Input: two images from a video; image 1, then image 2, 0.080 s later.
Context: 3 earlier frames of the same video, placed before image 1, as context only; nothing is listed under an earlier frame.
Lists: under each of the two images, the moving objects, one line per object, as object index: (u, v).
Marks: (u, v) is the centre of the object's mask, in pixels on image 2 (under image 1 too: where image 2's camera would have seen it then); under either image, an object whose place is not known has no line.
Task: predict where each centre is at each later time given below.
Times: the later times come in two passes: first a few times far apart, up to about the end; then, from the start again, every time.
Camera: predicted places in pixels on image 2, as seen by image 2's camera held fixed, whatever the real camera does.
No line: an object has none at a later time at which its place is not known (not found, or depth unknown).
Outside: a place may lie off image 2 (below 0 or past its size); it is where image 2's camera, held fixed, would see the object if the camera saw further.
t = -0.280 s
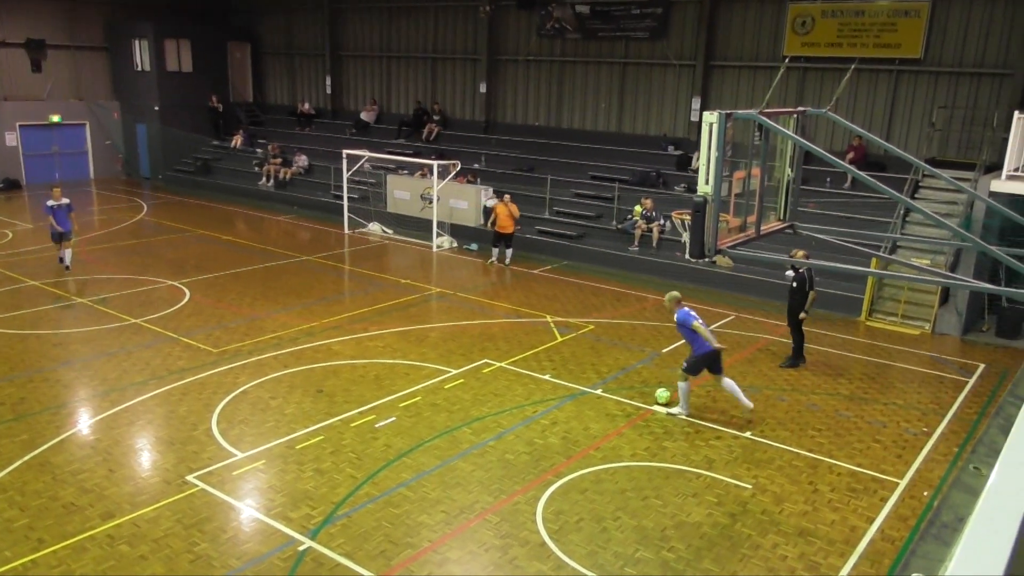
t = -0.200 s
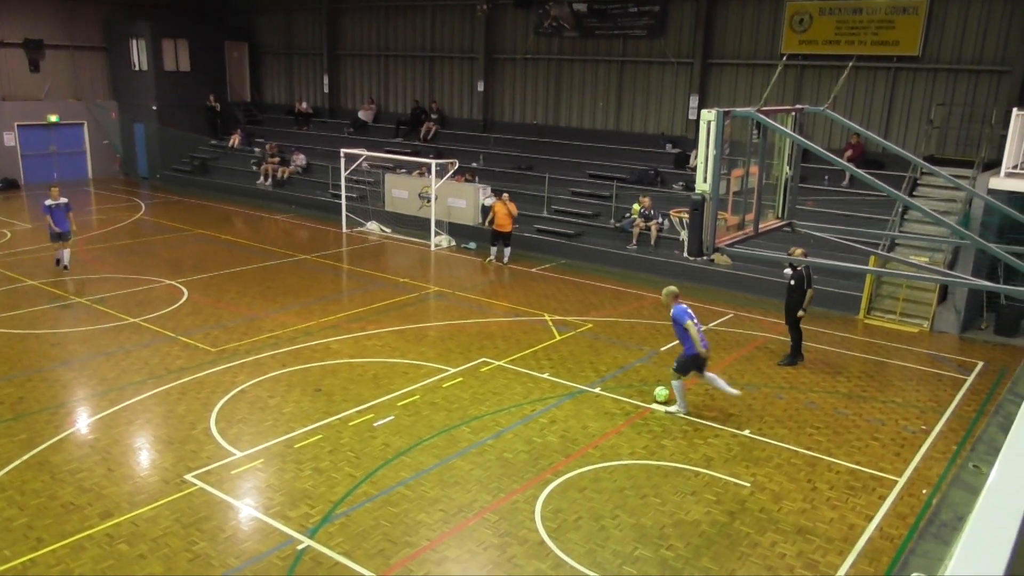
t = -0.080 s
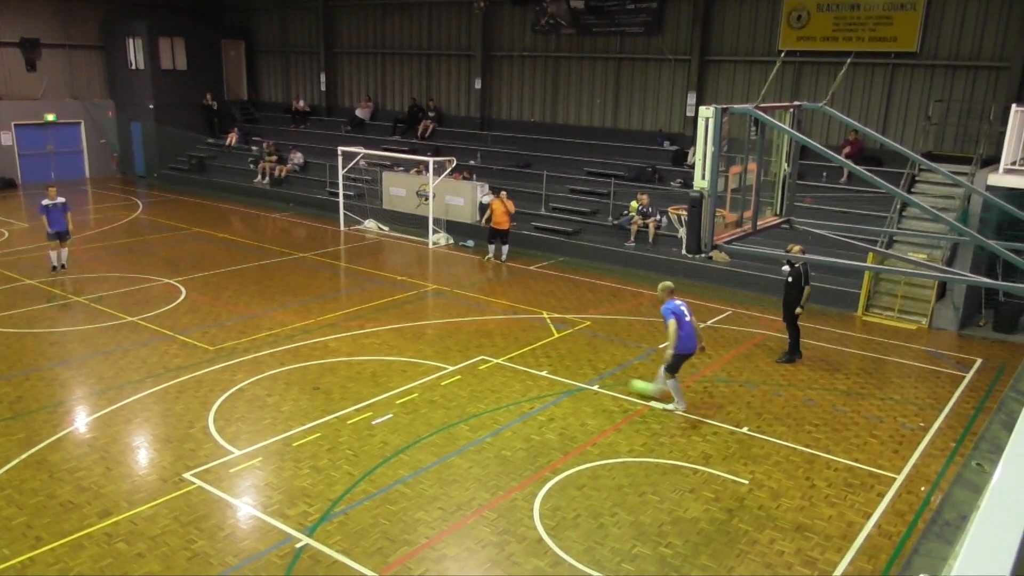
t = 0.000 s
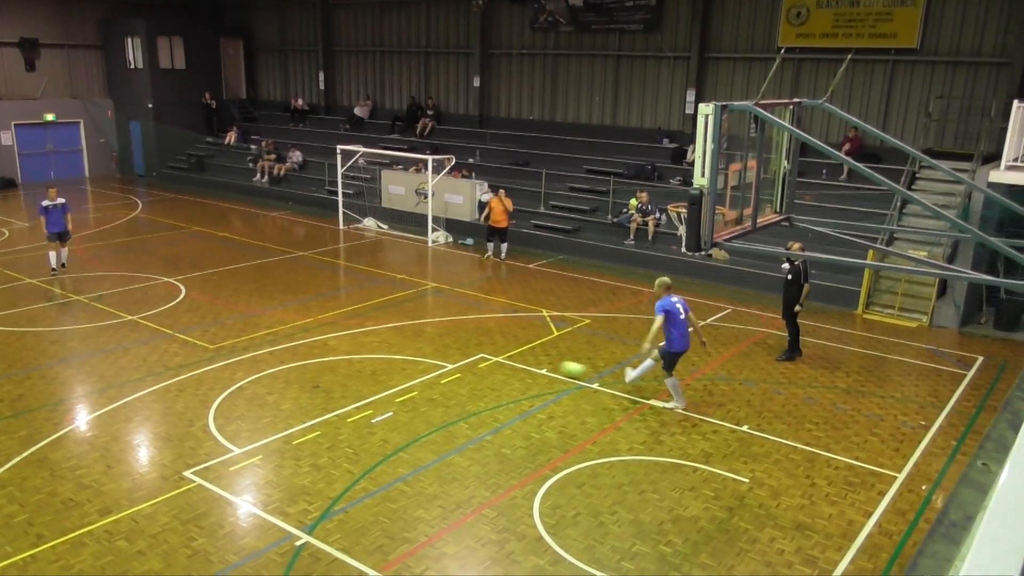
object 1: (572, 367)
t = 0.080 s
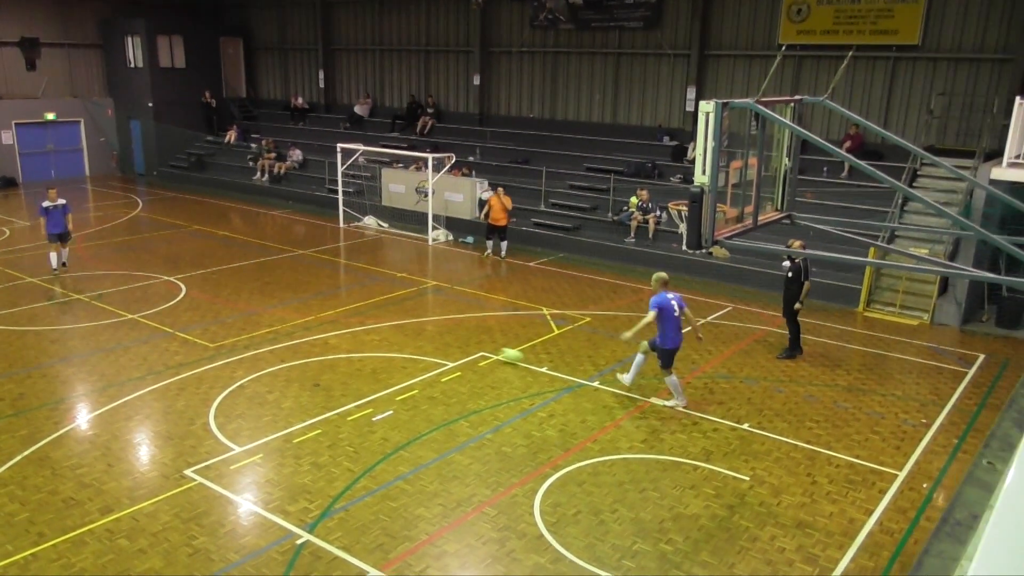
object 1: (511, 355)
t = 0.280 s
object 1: (388, 330)
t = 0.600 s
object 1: (252, 300)
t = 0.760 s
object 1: (202, 289)
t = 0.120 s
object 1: (483, 349)
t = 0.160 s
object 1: (457, 344)
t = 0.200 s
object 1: (432, 339)
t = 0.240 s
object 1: (410, 335)
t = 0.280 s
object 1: (388, 330)
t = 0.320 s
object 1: (368, 325)
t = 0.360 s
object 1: (349, 321)
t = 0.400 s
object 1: (331, 317)
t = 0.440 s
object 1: (313, 314)
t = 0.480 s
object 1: (297, 310)
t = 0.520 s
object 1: (281, 307)
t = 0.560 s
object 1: (267, 303)
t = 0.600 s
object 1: (252, 300)
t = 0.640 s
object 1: (239, 297)
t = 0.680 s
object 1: (227, 294)
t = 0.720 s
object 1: (214, 292)
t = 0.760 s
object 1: (202, 289)
